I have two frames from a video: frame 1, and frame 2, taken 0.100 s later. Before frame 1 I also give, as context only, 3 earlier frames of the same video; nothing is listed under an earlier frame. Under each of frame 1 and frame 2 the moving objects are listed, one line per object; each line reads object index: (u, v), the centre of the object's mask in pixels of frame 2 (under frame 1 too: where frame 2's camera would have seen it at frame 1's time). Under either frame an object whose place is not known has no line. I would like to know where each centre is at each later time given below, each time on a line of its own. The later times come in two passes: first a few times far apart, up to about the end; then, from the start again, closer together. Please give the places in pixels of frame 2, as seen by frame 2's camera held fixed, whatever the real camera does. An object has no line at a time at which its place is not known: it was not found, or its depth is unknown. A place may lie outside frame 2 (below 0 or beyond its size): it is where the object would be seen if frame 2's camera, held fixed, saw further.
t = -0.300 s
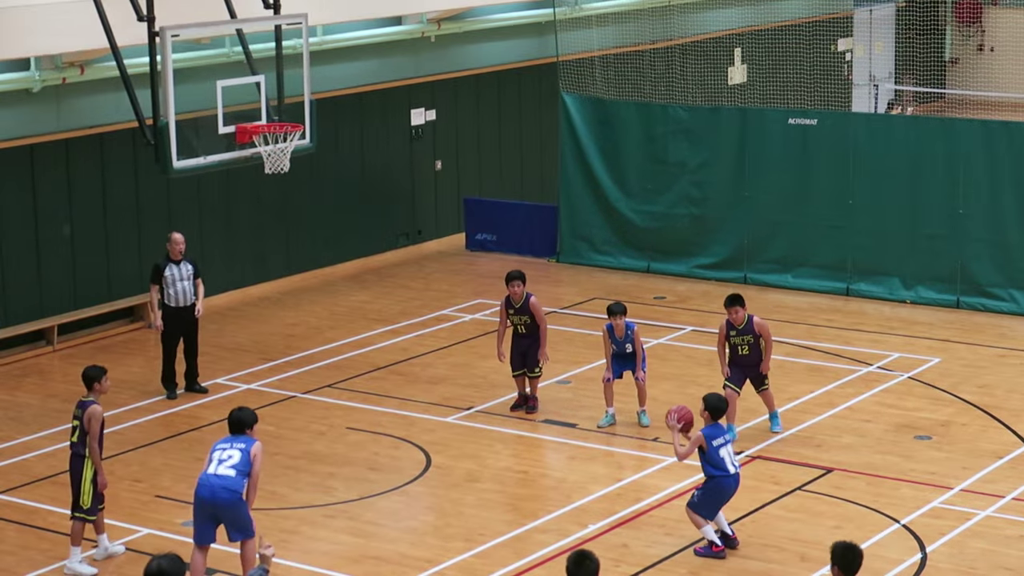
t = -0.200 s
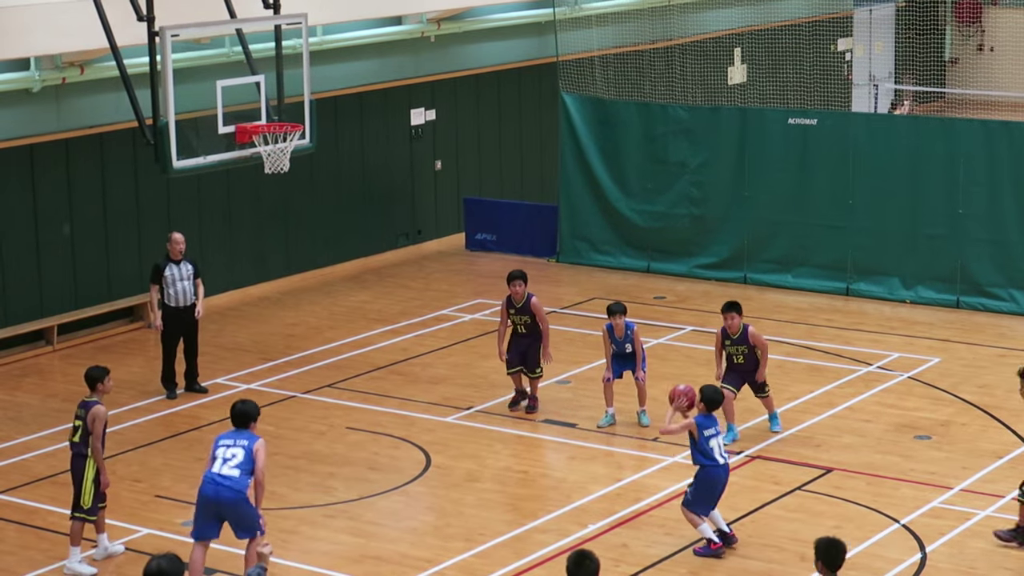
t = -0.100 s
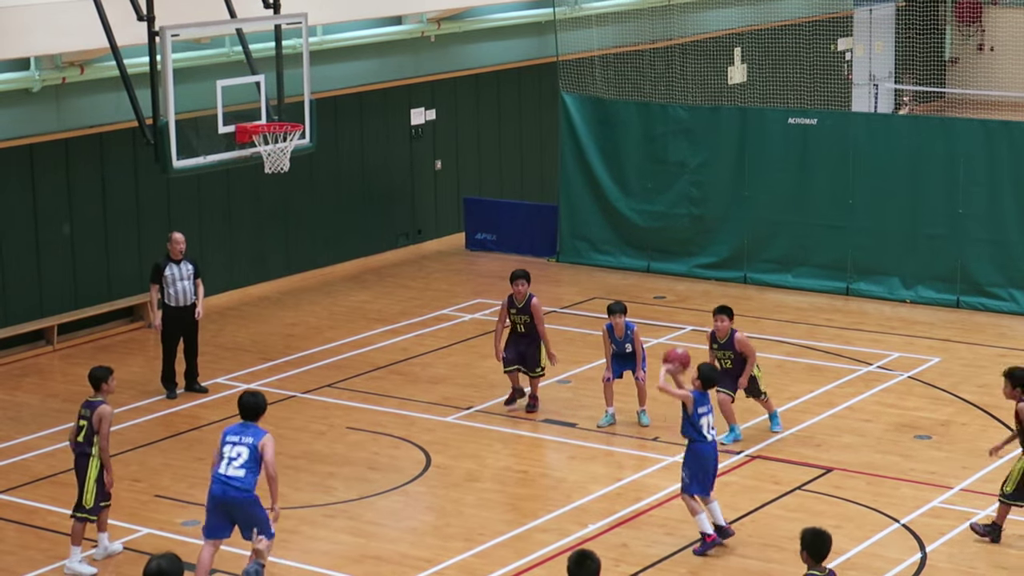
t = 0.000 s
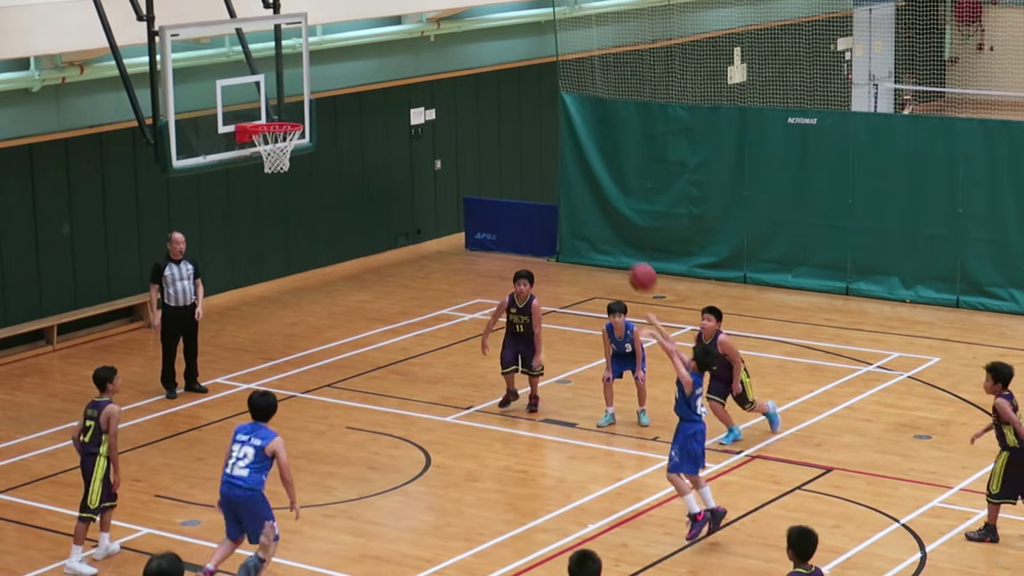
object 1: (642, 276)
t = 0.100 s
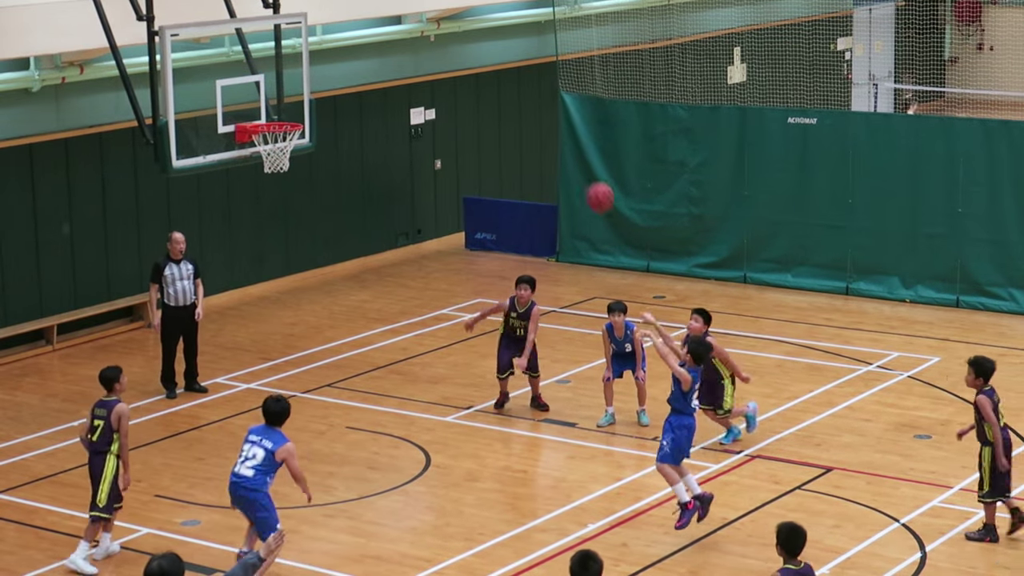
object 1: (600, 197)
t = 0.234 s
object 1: (543, 111)
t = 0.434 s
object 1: (463, 25)
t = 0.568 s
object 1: (412, 5)
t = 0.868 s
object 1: (305, 11)
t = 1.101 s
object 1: (236, 87)
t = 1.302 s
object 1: (303, 107)
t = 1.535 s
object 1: (397, 128)
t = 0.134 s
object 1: (586, 173)
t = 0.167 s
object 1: (571, 151)
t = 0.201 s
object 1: (557, 130)
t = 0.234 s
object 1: (543, 111)
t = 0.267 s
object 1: (529, 93)
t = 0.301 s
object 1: (516, 77)
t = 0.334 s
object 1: (503, 62)
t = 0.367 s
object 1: (489, 48)
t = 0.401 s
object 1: (476, 36)
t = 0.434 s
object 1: (463, 25)
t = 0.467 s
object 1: (450, 16)
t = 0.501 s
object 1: (437, 10)
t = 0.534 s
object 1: (424, 7)
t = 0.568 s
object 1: (412, 5)
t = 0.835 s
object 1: (316, 8)
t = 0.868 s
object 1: (305, 11)
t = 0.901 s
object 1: (295, 17)
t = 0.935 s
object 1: (283, 27)
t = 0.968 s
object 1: (273, 37)
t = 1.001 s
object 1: (262, 48)
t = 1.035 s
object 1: (252, 61)
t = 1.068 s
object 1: (243, 74)
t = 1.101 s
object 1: (236, 87)
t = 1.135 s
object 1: (244, 99)
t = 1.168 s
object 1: (252, 111)
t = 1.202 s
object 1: (263, 116)
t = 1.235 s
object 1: (277, 111)
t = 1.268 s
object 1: (289, 109)
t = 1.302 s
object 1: (303, 107)
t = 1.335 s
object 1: (317, 106)
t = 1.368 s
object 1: (329, 107)
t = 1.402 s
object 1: (342, 109)
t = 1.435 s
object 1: (356, 112)
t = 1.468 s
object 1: (369, 116)
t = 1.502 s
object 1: (383, 121)
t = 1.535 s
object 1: (397, 128)
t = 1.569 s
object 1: (410, 137)
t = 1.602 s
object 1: (423, 146)
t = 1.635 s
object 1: (436, 157)
